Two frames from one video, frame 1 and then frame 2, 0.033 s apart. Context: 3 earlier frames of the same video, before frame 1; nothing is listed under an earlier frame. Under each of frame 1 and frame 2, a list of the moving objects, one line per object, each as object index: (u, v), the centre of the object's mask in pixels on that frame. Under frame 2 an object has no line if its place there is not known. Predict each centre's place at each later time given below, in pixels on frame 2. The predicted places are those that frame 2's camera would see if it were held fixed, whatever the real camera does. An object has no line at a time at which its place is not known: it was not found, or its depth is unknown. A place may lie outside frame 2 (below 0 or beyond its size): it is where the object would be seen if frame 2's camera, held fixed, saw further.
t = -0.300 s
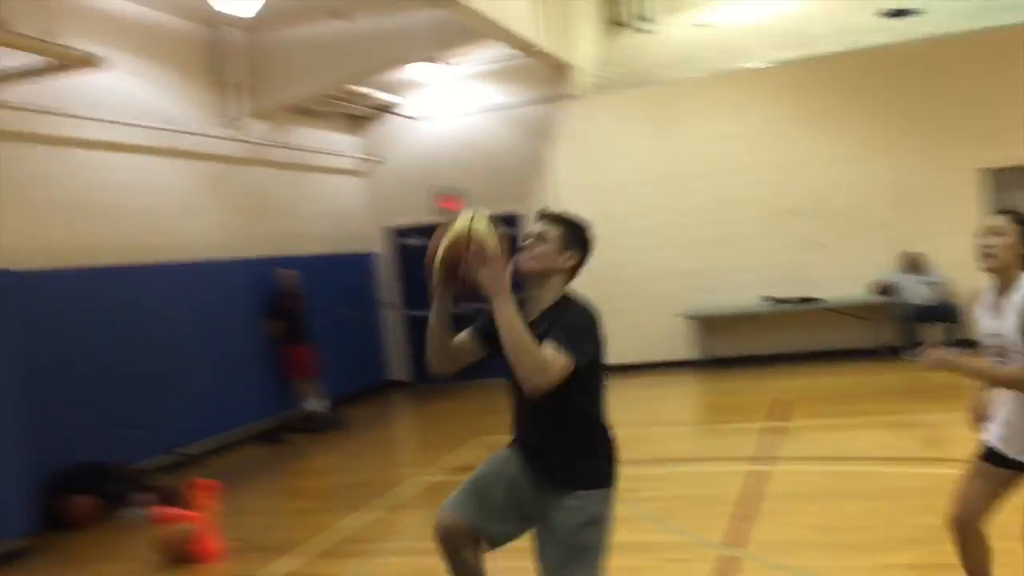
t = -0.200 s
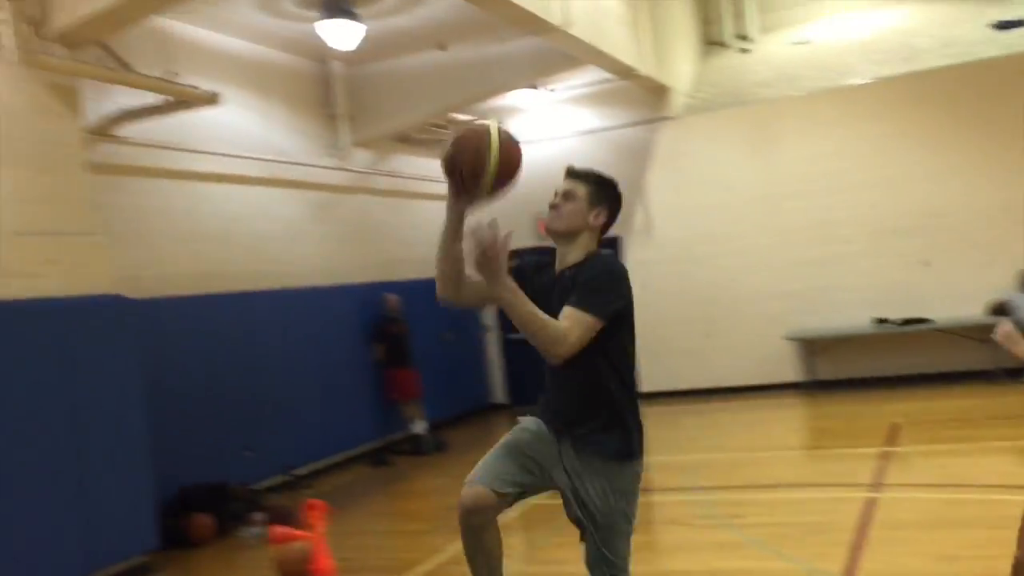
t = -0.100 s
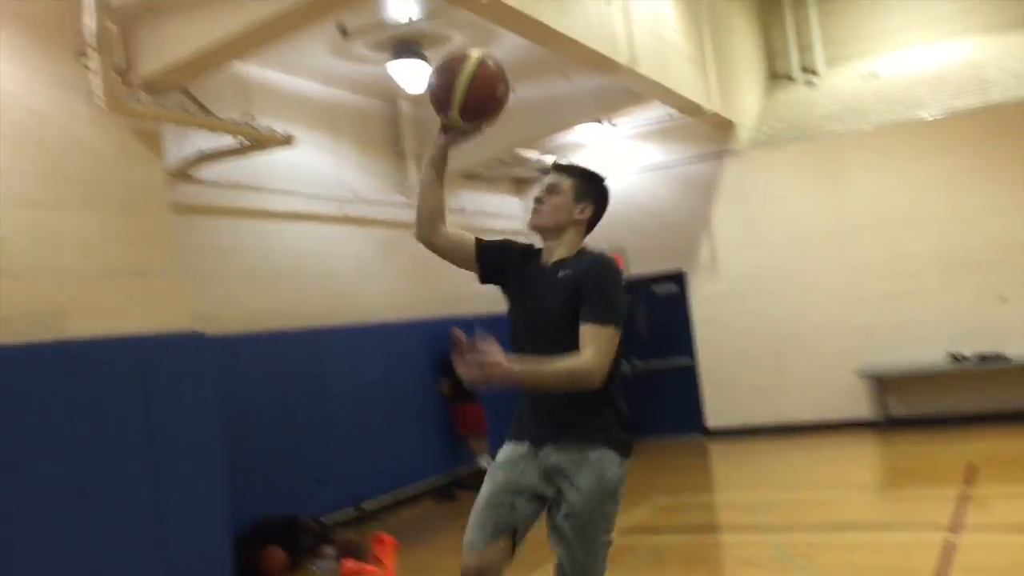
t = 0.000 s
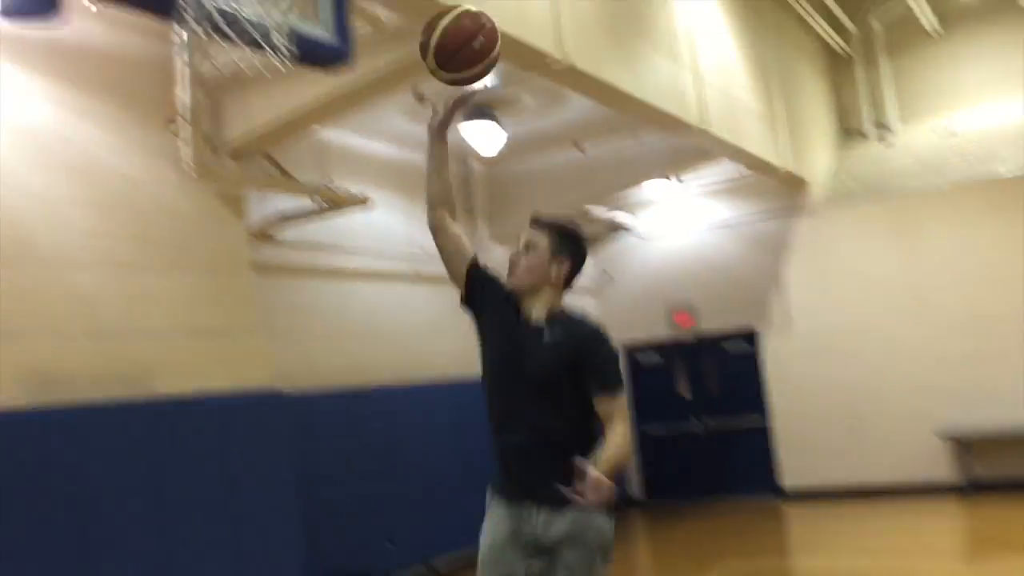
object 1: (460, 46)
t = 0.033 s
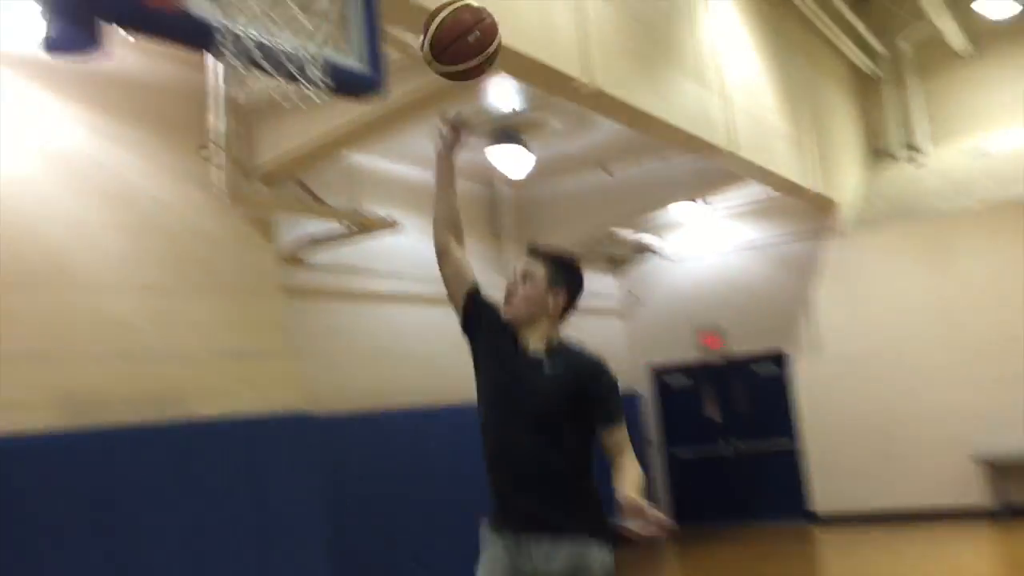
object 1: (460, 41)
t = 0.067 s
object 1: (430, 10)
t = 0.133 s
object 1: (371, -46)
